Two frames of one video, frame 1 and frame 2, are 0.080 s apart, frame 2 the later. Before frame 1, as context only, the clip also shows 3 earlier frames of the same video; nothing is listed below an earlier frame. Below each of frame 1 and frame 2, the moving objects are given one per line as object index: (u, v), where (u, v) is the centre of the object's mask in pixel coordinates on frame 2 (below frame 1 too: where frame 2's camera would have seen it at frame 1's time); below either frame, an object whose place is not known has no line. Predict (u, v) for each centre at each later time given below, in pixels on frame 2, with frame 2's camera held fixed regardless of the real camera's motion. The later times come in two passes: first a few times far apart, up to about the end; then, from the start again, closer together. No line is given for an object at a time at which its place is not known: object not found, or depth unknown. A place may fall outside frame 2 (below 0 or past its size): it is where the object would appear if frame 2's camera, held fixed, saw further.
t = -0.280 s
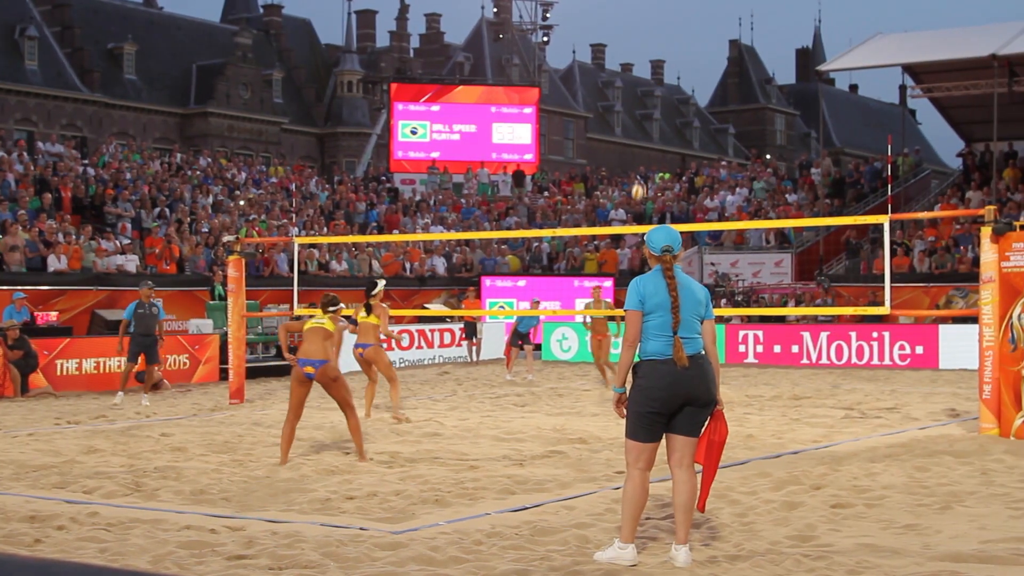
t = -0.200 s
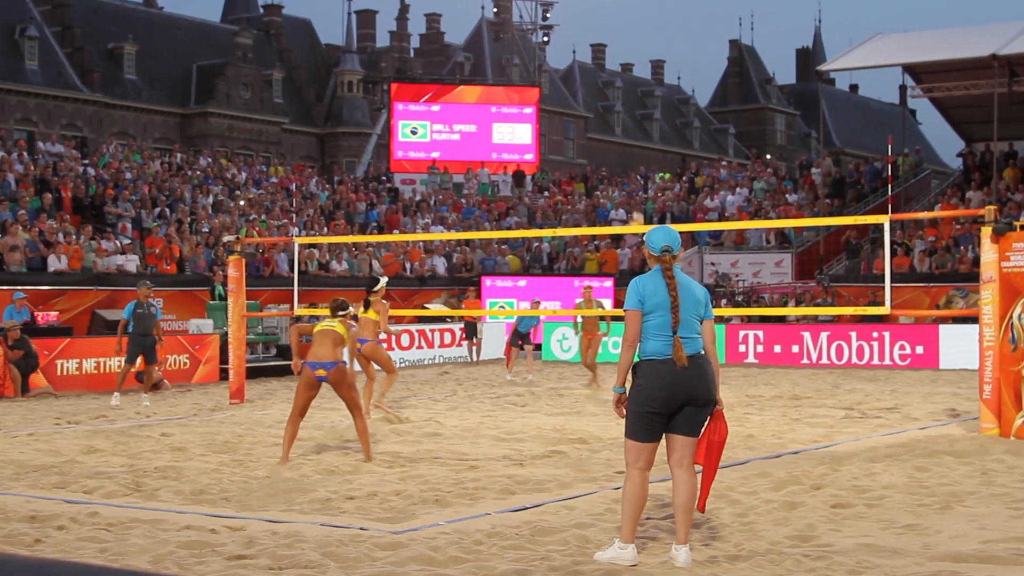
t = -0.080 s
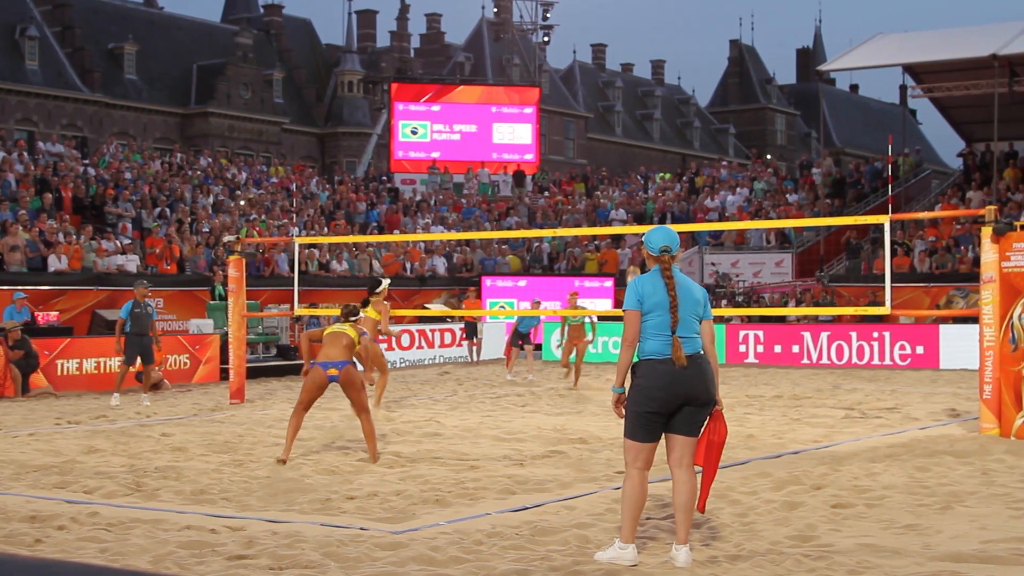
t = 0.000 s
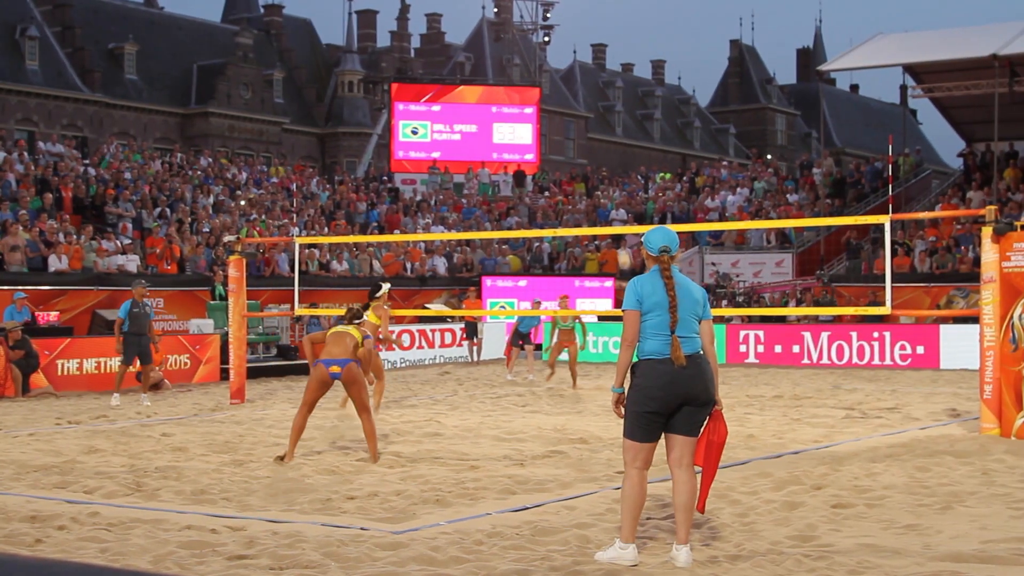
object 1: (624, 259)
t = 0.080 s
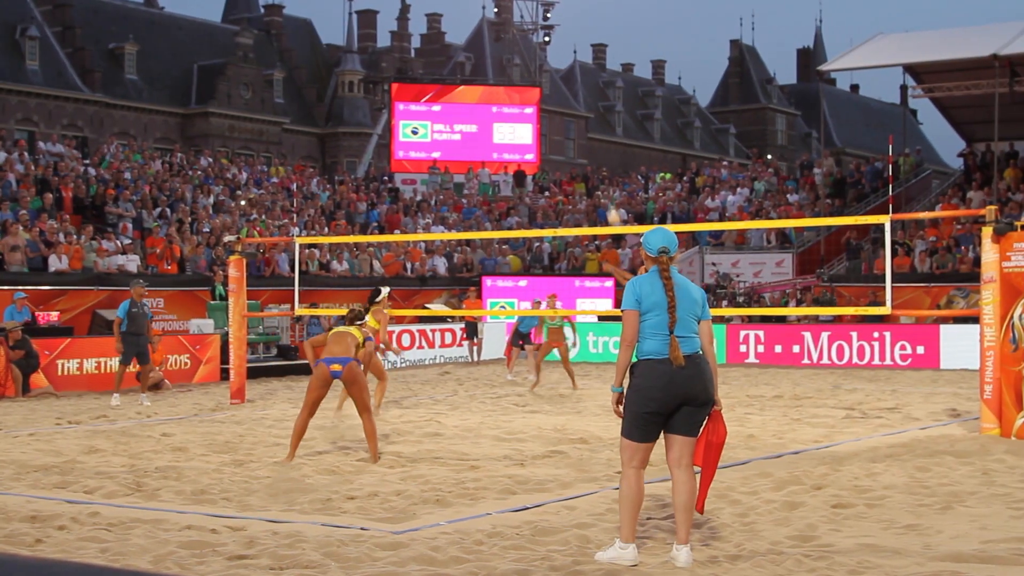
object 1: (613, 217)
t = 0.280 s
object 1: (587, 132)
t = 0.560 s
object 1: (548, 61)
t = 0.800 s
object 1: (516, 41)
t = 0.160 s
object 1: (603, 180)
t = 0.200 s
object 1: (598, 163)
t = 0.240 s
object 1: (592, 147)
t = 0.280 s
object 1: (587, 132)
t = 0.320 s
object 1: (582, 119)
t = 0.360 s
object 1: (576, 106)
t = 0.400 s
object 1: (571, 95)
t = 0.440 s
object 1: (565, 85)
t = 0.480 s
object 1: (559, 76)
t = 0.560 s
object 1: (548, 61)
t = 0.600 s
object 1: (542, 55)
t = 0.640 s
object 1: (537, 50)
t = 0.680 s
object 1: (532, 46)
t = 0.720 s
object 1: (527, 43)
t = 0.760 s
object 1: (521, 42)
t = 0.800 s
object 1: (516, 41)
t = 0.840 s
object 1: (511, 42)
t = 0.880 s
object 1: (506, 44)
